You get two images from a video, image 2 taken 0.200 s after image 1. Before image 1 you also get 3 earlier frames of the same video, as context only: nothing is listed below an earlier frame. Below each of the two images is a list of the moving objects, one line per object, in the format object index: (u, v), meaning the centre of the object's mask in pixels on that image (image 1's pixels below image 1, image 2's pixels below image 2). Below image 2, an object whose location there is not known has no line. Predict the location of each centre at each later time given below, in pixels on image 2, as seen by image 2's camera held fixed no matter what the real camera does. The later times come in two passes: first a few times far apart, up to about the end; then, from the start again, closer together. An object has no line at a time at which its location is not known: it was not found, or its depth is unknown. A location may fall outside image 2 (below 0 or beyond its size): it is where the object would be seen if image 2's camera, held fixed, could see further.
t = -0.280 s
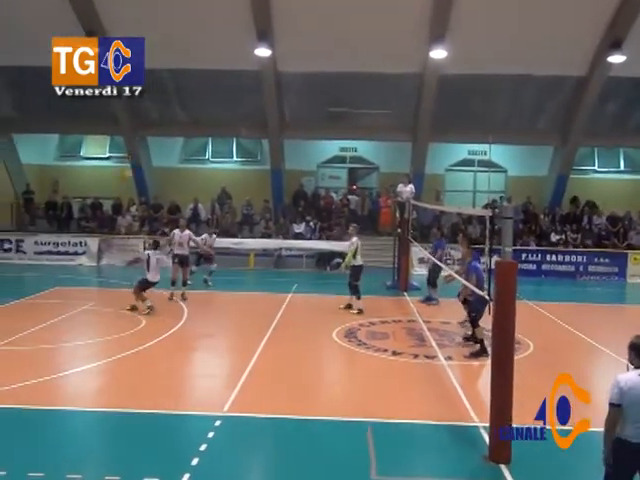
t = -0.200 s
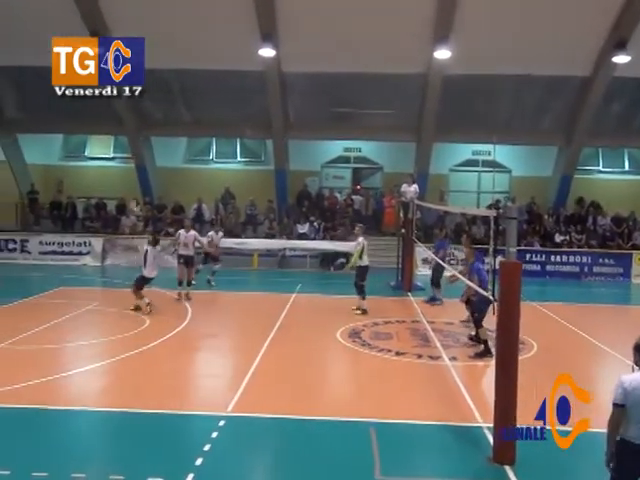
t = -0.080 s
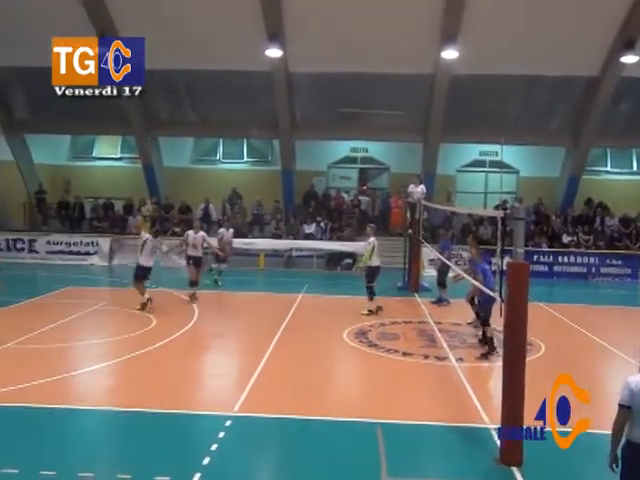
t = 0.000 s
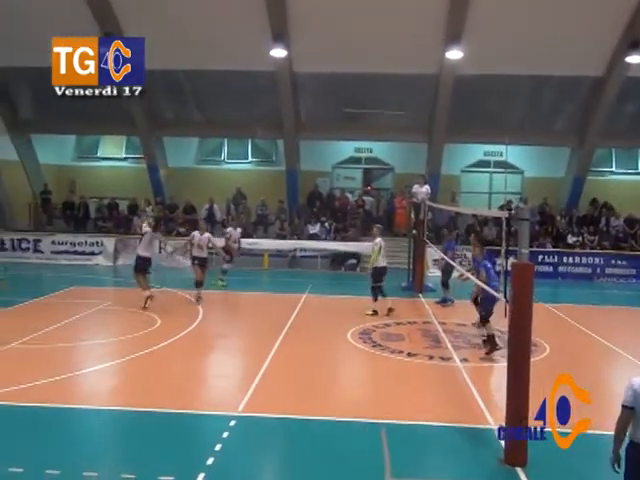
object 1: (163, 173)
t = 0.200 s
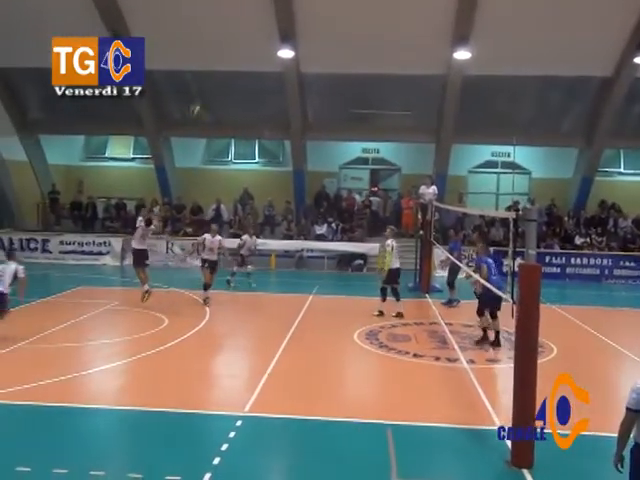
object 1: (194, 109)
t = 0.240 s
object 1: (199, 97)
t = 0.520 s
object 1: (233, 45)
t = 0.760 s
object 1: (259, 32)
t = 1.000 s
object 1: (285, 40)
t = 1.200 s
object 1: (303, 67)
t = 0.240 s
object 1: (199, 97)
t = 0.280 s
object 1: (205, 87)
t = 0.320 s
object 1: (209, 80)
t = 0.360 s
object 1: (214, 72)
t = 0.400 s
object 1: (219, 64)
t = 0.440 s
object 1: (225, 57)
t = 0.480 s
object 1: (229, 51)
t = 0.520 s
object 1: (233, 45)
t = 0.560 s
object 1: (238, 41)
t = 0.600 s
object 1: (241, 37)
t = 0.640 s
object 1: (247, 34)
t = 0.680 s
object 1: (252, 33)
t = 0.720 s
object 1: (256, 32)
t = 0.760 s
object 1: (259, 32)
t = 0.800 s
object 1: (264, 31)
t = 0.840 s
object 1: (267, 32)
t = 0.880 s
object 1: (273, 32)
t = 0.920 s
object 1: (275, 35)
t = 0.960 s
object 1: (280, 36)
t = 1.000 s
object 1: (285, 40)
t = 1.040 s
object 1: (289, 44)
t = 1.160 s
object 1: (300, 62)
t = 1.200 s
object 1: (303, 67)
